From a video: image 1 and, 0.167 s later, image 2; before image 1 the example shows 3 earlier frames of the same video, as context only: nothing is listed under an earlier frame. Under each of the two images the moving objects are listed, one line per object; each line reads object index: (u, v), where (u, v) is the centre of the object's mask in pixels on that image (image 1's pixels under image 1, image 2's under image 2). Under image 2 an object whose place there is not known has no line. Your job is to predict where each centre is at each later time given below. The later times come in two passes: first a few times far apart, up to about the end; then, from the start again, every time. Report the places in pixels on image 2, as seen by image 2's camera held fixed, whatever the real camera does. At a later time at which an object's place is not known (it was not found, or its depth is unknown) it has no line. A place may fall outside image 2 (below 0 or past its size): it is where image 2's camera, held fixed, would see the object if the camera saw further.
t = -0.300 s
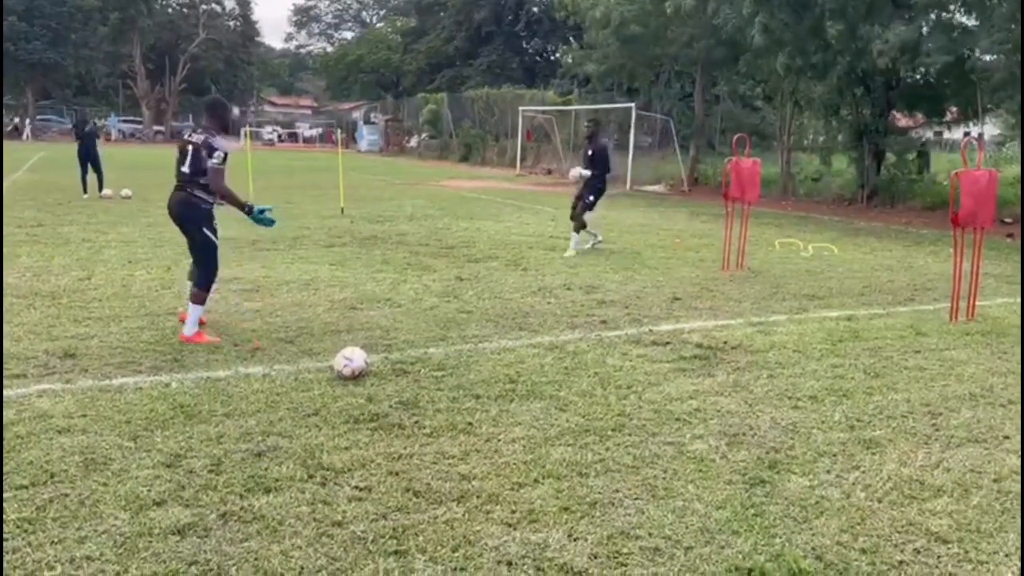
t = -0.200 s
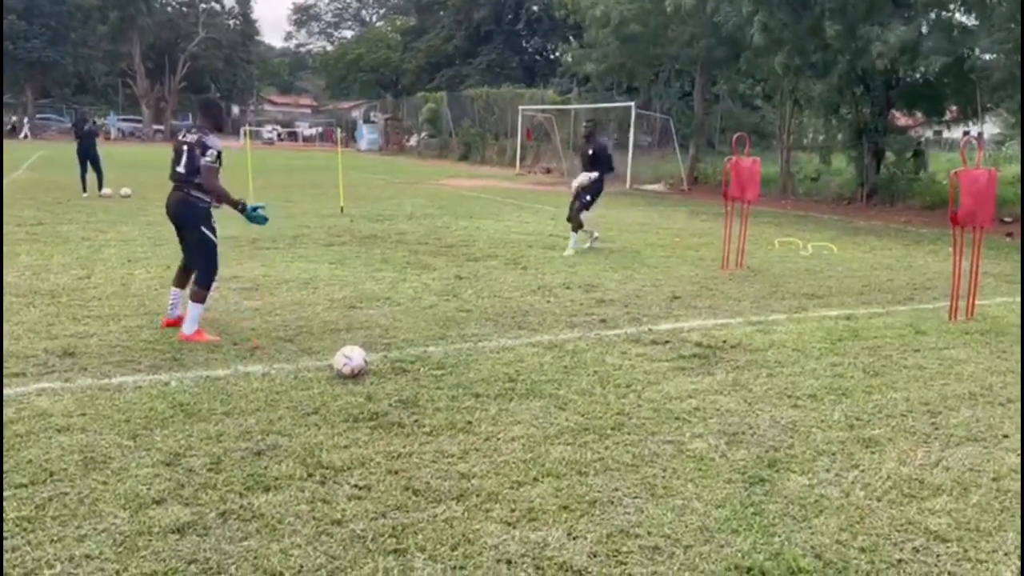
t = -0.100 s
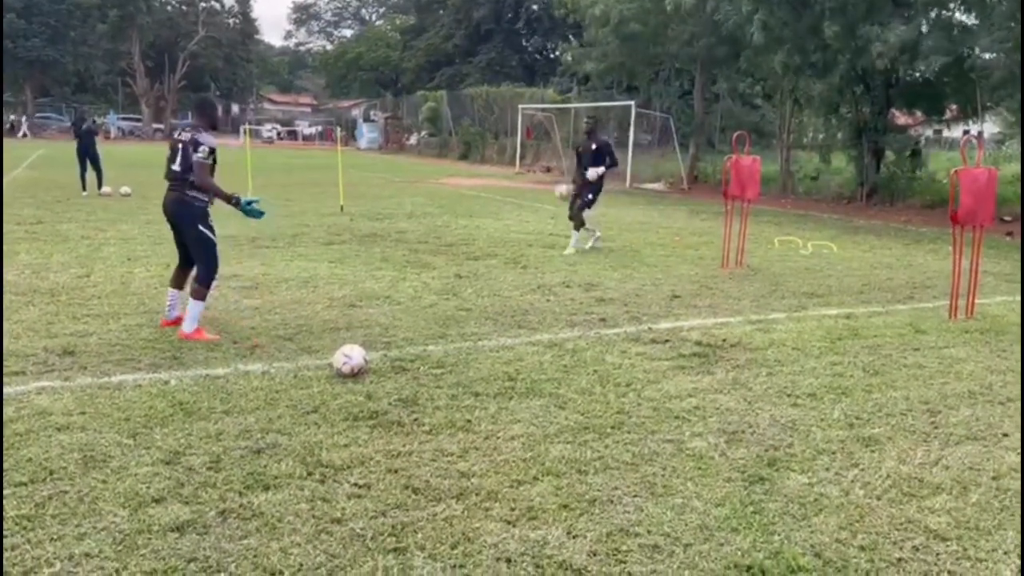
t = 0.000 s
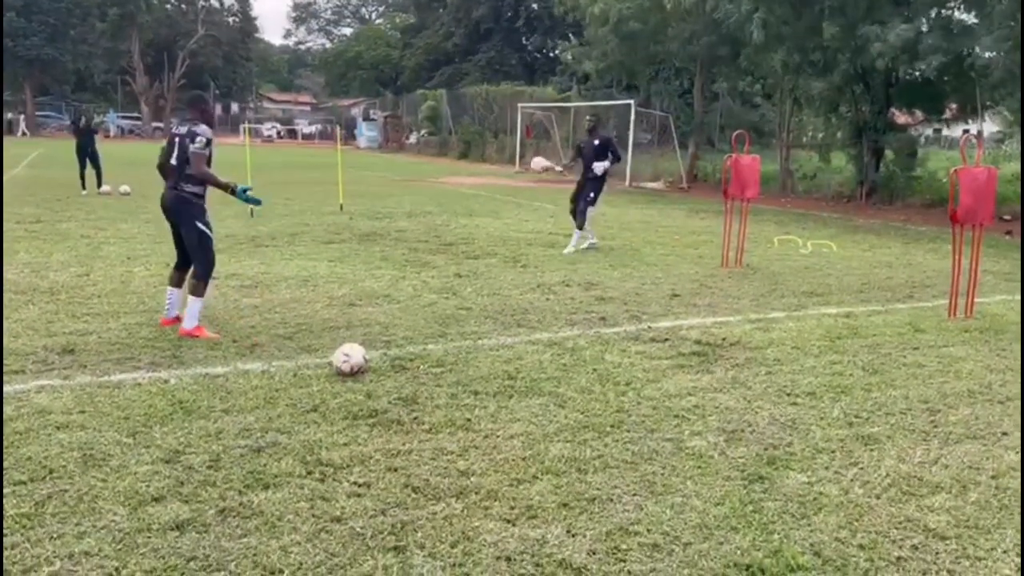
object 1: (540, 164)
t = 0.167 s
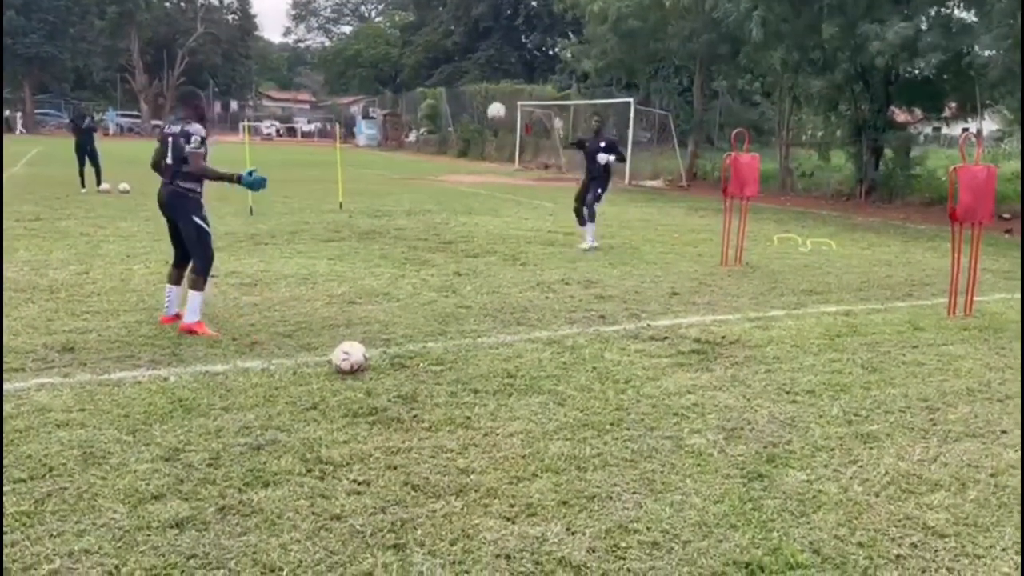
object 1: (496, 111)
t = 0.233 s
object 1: (477, 95)
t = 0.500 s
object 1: (386, 62)
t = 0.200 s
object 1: (487, 102)
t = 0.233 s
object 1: (477, 95)
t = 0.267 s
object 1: (468, 88)
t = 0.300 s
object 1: (457, 81)
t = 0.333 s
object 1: (446, 76)
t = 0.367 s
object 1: (435, 71)
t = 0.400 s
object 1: (424, 68)
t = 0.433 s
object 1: (412, 64)
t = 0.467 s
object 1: (399, 63)
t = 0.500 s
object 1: (386, 62)
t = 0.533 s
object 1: (372, 62)
